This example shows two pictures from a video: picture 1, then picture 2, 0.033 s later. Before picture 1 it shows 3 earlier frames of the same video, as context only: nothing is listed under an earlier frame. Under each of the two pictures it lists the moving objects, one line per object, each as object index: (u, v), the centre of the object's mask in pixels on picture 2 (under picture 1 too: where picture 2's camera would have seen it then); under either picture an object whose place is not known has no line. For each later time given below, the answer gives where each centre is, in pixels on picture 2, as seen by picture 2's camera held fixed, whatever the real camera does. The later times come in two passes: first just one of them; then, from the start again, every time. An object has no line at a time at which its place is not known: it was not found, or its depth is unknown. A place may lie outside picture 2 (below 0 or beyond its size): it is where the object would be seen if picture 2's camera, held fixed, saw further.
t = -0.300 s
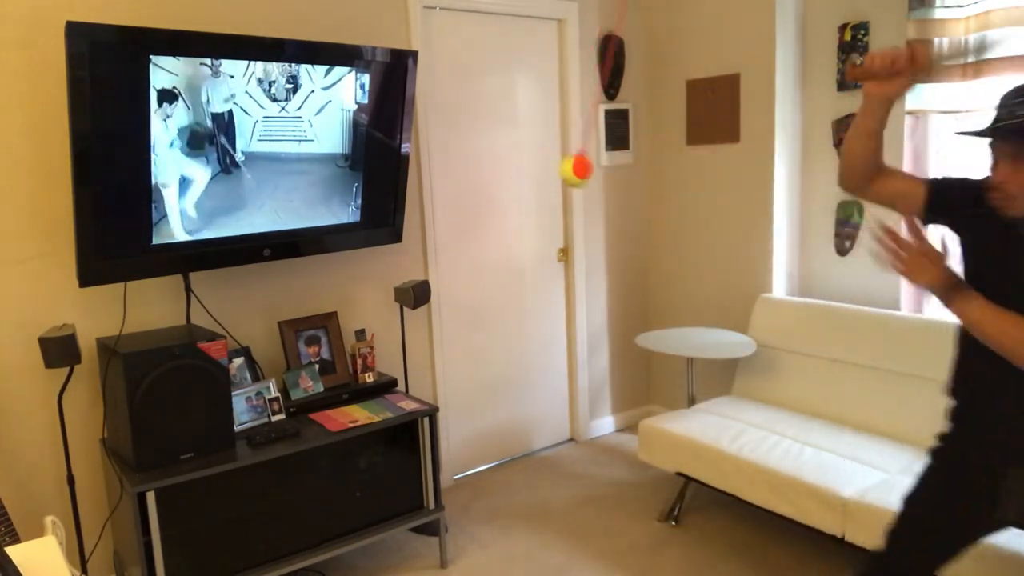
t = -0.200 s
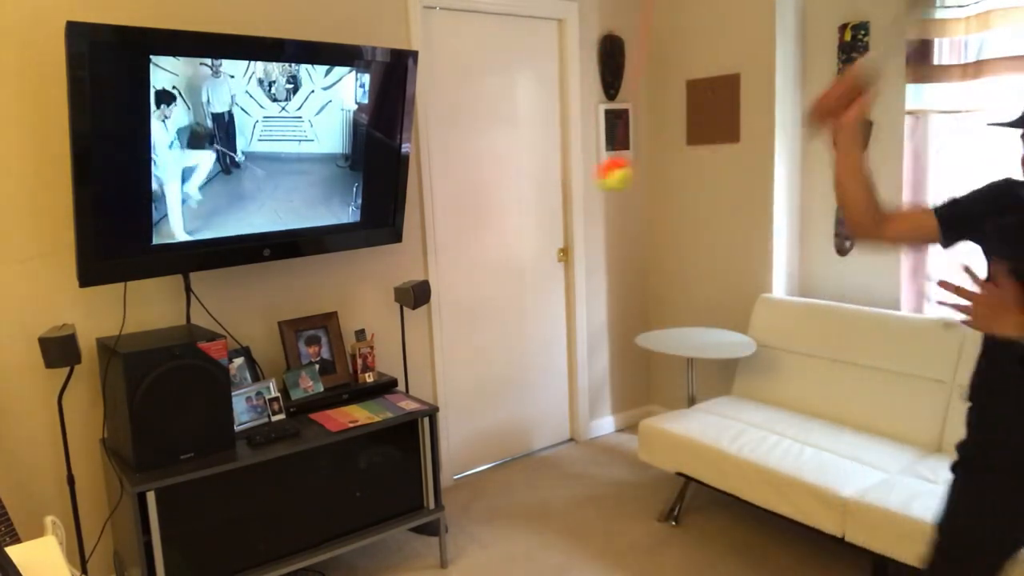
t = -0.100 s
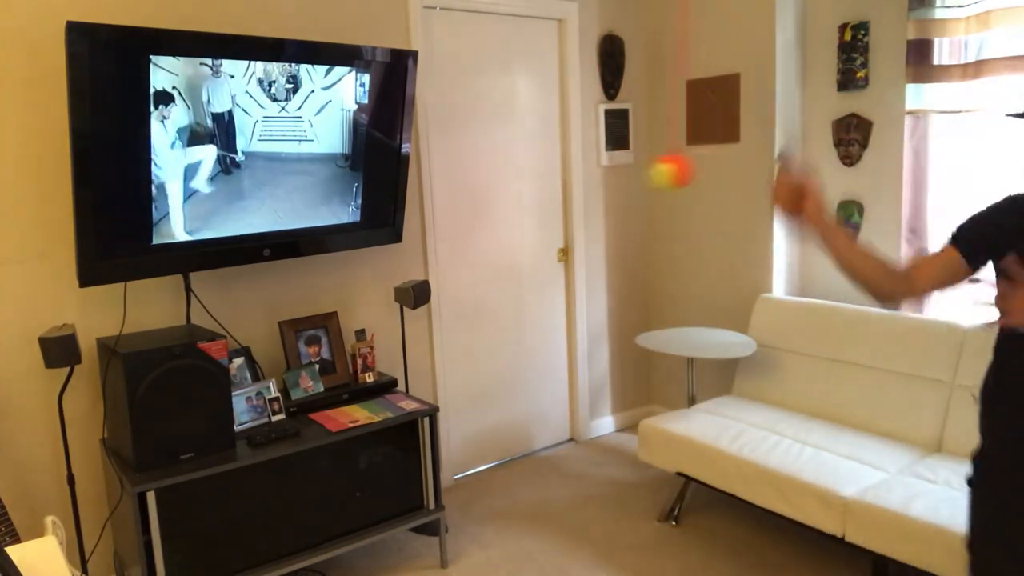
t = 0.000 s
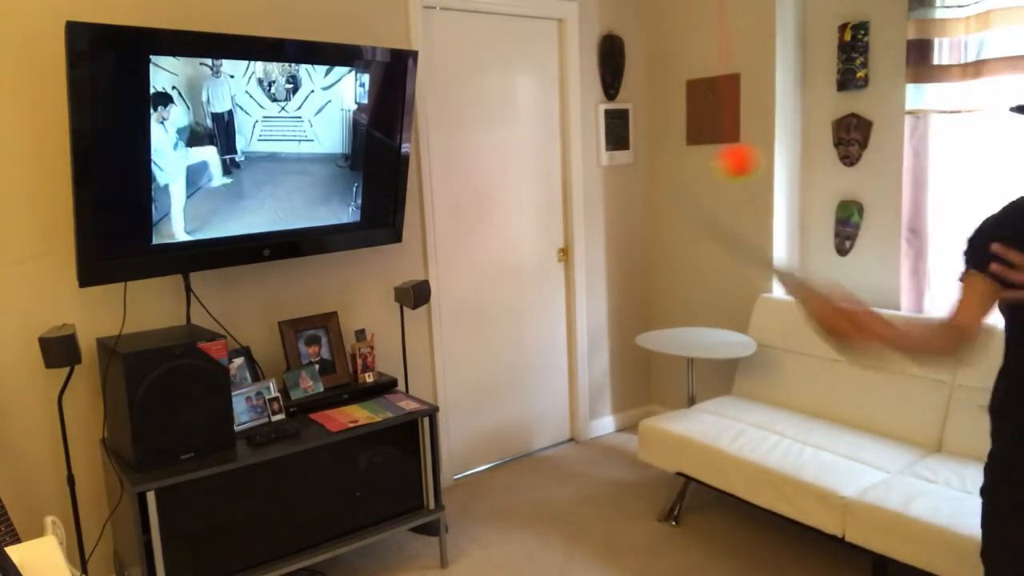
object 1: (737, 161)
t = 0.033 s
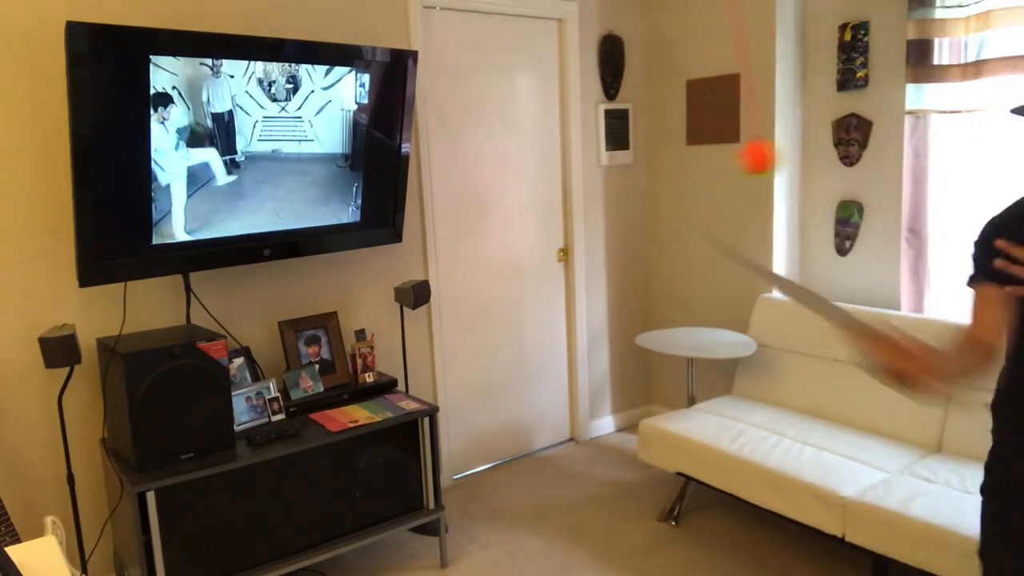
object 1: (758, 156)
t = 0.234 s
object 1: (853, 137)
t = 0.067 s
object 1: (780, 154)
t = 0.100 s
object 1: (800, 150)
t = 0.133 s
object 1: (818, 146)
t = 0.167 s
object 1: (834, 143)
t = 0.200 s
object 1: (848, 138)
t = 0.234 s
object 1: (853, 137)
